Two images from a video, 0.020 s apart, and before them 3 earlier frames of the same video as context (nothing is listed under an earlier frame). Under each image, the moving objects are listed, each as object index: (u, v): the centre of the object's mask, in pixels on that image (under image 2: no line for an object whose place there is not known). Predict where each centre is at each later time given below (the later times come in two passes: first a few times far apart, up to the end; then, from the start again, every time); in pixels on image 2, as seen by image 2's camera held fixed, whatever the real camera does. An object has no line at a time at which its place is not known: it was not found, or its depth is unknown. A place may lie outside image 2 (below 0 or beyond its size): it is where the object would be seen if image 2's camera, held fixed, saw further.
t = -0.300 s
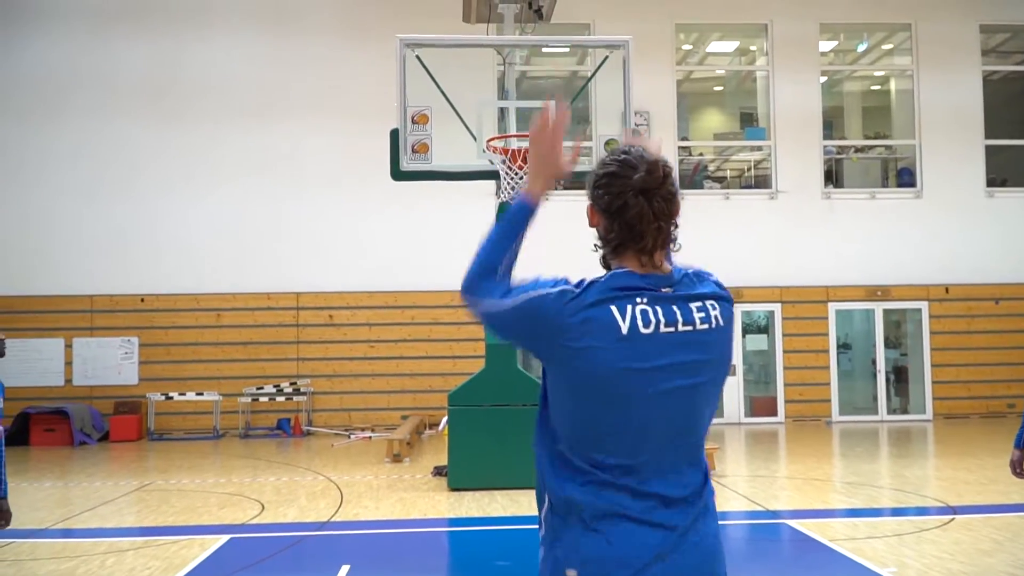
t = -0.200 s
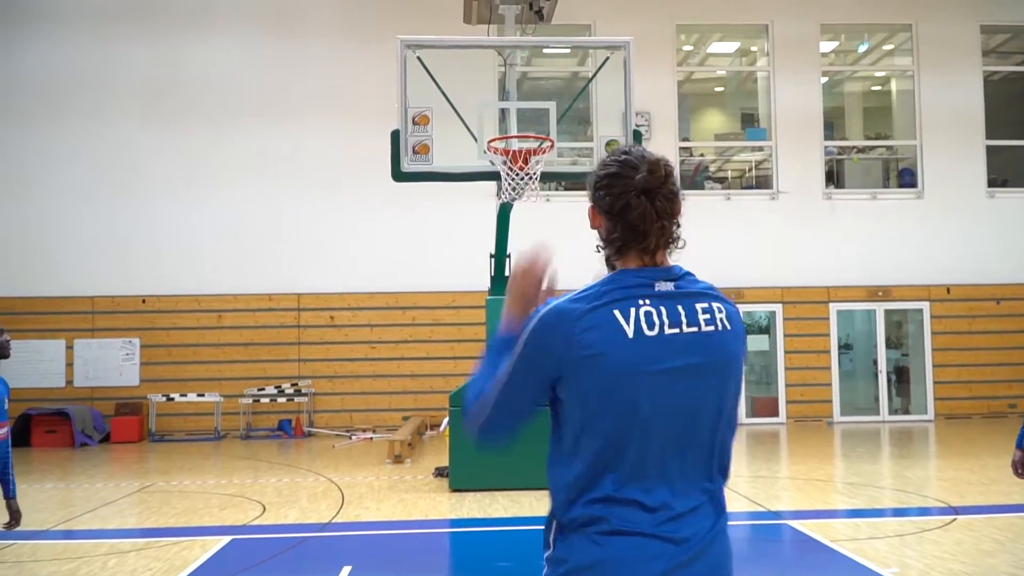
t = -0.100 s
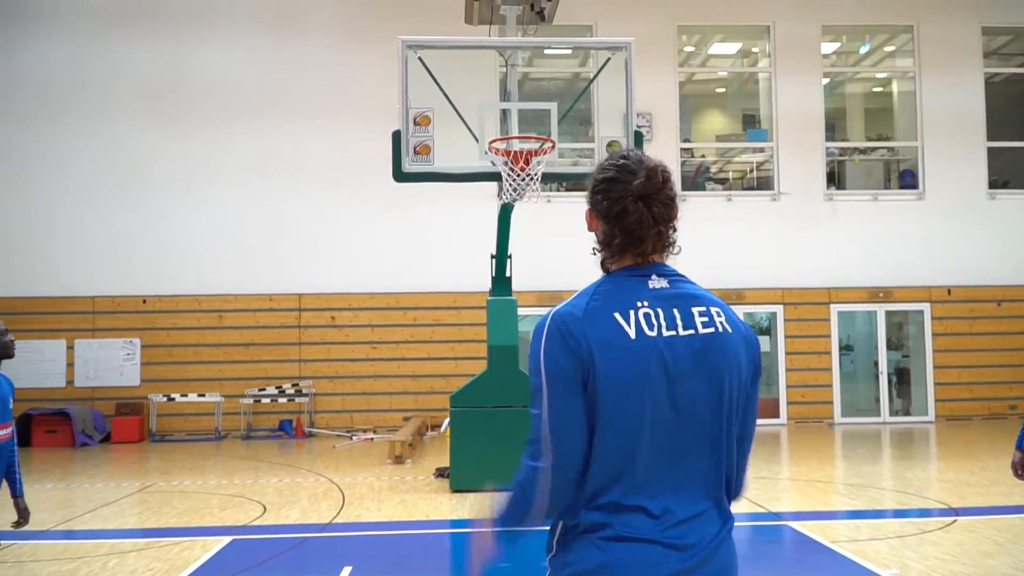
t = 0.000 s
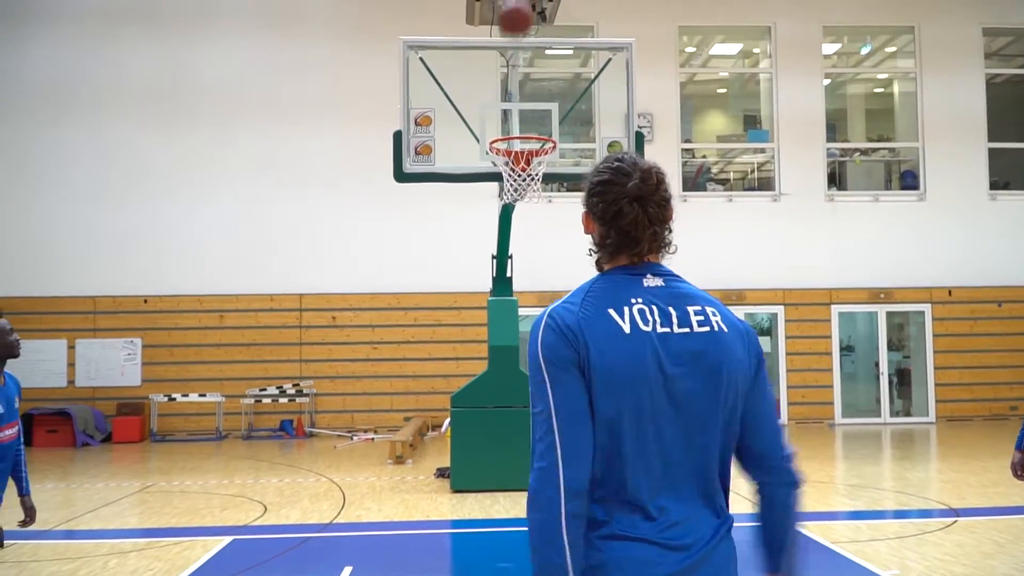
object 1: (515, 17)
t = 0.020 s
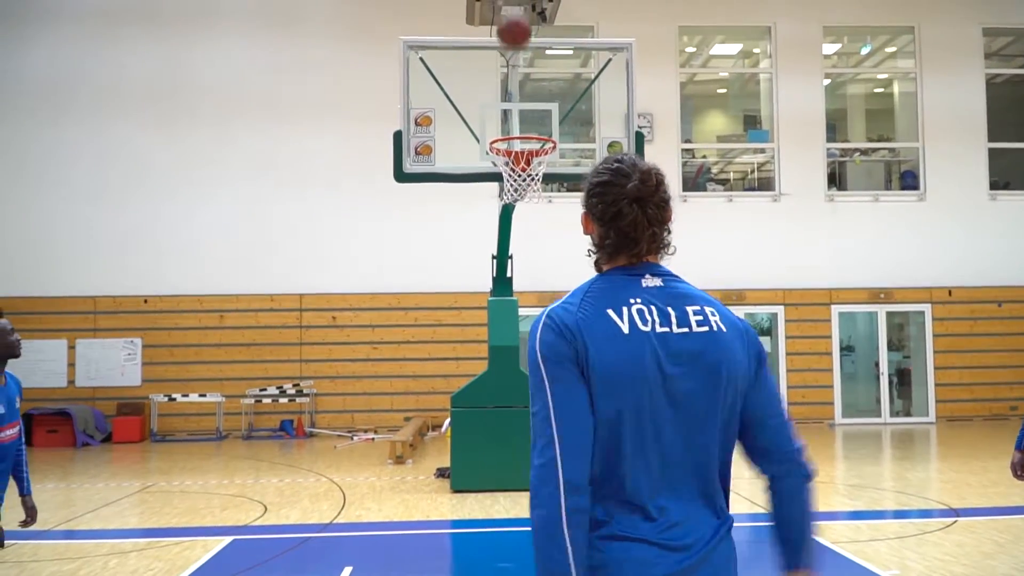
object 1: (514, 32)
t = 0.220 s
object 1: (530, 151)
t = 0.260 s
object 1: (549, 157)
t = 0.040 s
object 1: (513, 45)
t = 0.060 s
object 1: (512, 58)
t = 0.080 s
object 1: (512, 71)
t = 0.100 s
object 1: (512, 86)
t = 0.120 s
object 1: (511, 101)
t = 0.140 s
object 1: (511, 114)
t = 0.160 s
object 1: (510, 127)
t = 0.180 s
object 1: (511, 142)
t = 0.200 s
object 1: (519, 151)
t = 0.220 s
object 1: (530, 151)
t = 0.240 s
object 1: (540, 157)
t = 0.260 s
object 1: (549, 157)
